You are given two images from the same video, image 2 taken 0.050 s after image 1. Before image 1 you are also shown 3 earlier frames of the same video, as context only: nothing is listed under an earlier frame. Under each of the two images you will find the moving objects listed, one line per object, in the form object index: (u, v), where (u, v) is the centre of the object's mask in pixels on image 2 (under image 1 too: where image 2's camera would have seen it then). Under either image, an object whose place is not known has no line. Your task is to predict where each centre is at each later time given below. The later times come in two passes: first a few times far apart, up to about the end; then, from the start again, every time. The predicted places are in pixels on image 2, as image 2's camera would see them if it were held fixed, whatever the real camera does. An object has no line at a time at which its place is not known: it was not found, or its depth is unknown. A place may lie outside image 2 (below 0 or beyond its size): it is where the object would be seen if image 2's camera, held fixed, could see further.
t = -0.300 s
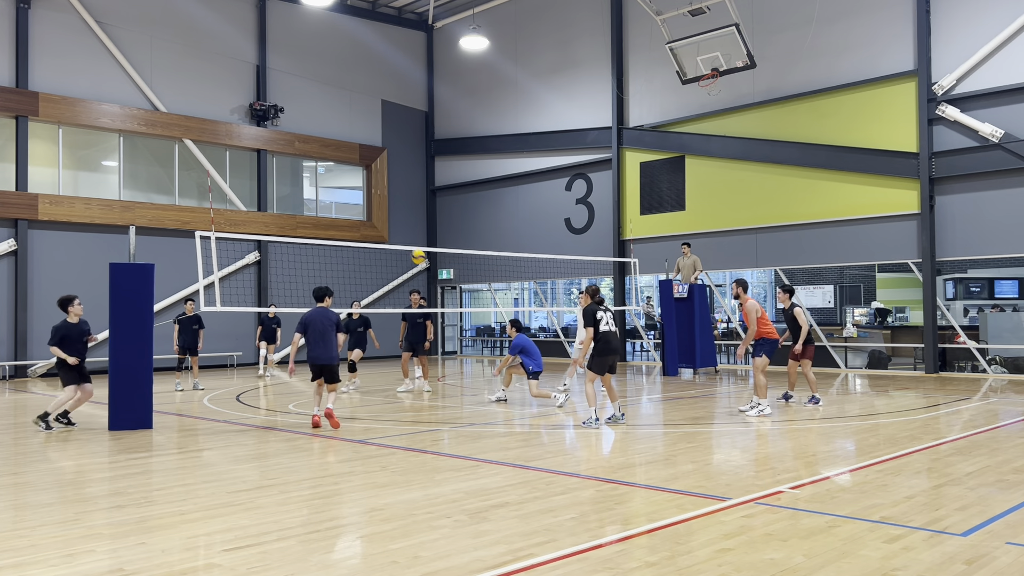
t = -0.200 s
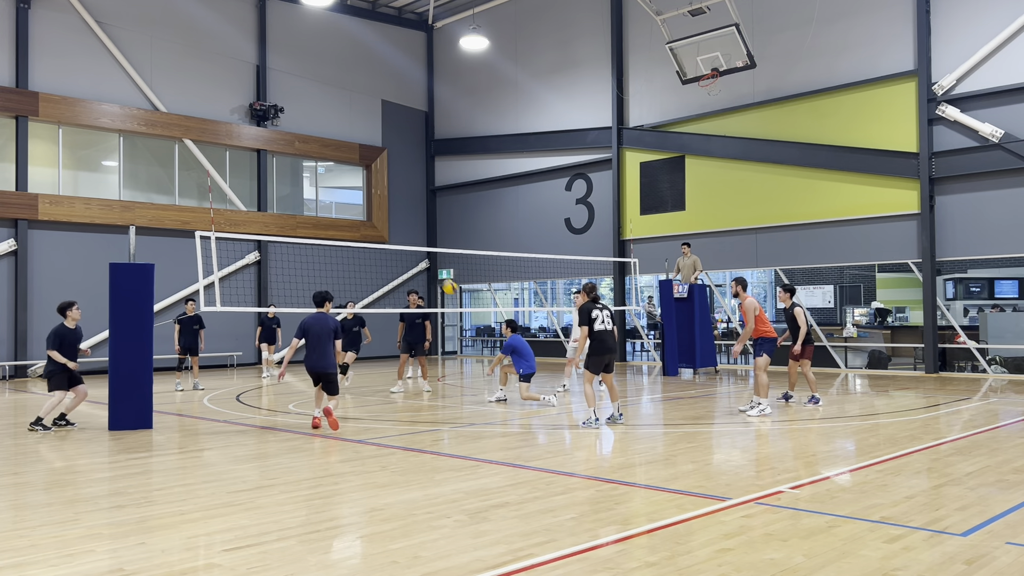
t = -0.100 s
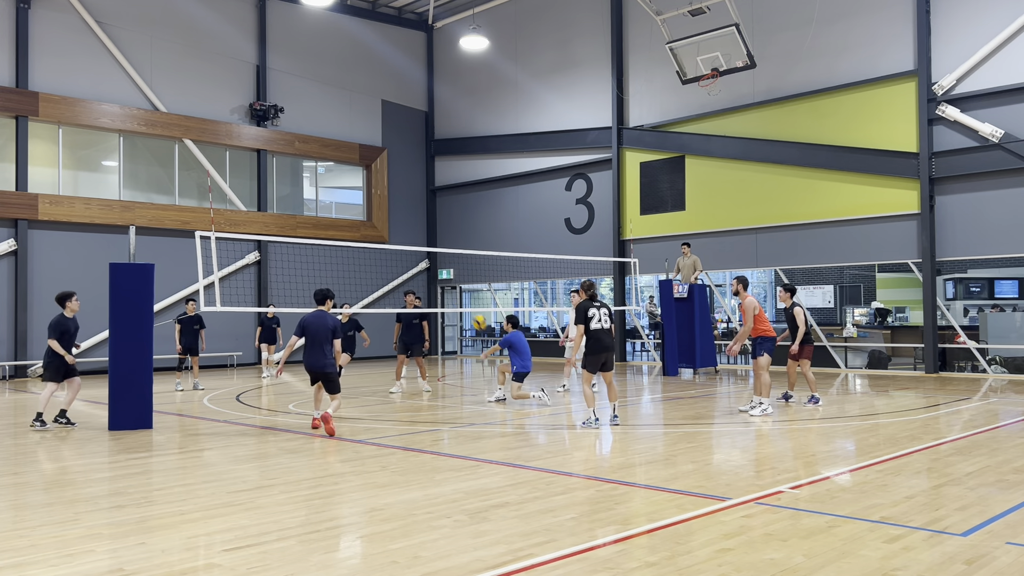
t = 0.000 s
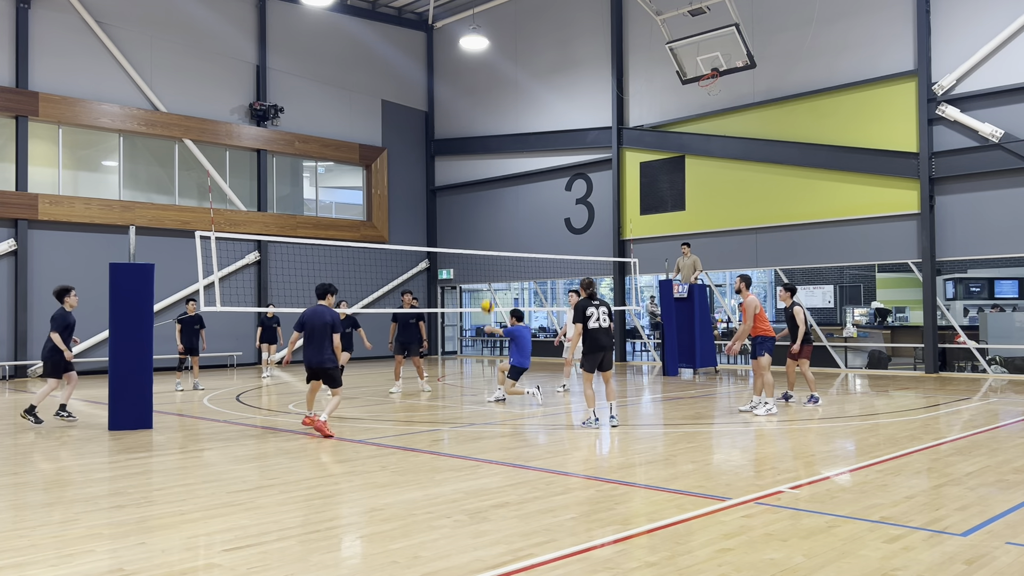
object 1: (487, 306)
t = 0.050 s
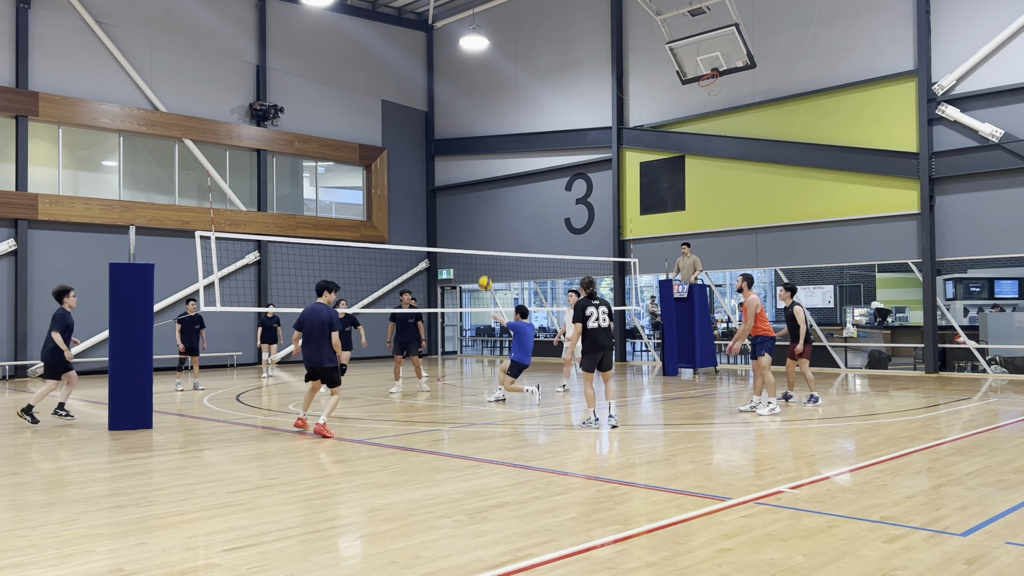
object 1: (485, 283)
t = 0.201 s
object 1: (478, 225)
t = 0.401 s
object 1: (467, 171)
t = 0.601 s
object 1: (456, 142)
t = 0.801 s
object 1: (445, 139)
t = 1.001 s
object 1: (435, 164)
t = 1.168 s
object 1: (427, 205)
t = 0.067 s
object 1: (484, 276)
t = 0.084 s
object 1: (483, 270)
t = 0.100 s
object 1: (483, 263)
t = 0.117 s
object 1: (482, 256)
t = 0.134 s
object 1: (481, 249)
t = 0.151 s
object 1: (480, 243)
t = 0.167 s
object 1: (479, 237)
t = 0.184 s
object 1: (479, 231)
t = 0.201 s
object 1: (478, 225)
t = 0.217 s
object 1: (477, 220)
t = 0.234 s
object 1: (476, 214)
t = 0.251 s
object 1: (475, 209)
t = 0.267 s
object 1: (474, 204)
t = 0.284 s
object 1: (473, 199)
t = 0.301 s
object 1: (472, 195)
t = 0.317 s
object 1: (471, 190)
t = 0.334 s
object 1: (470, 186)
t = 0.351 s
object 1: (470, 182)
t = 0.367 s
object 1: (469, 178)
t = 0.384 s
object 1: (468, 174)
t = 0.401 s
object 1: (467, 171)
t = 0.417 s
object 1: (466, 167)
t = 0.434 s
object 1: (465, 164)
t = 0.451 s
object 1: (464, 161)
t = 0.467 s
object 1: (463, 158)
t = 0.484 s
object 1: (462, 156)
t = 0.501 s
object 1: (461, 153)
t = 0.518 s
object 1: (460, 151)
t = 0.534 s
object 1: (459, 149)
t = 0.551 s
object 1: (459, 147)
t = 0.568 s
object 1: (458, 145)
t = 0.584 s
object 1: (457, 143)
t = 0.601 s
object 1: (456, 142)
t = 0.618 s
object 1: (455, 141)
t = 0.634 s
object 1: (454, 140)
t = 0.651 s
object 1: (453, 139)
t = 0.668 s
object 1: (452, 138)
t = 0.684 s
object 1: (451, 138)
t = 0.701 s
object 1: (451, 137)
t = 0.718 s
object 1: (450, 137)
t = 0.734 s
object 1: (449, 137)
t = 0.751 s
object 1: (448, 138)
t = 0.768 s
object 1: (447, 138)
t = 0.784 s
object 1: (446, 138)
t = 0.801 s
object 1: (445, 139)
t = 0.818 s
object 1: (444, 140)
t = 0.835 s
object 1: (444, 141)
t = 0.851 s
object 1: (443, 143)
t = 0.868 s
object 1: (442, 145)
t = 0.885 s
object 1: (441, 146)
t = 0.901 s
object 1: (440, 148)
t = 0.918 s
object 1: (439, 150)
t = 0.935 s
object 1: (439, 153)
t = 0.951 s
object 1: (438, 155)
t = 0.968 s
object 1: (437, 158)
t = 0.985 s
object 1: (436, 161)
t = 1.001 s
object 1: (435, 164)
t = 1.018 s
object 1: (434, 167)
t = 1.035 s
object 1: (434, 170)
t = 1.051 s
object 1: (433, 174)
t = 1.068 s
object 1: (432, 178)
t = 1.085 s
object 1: (431, 182)
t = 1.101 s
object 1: (430, 186)
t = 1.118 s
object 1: (429, 190)
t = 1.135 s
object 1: (429, 195)
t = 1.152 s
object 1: (428, 200)
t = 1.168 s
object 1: (427, 205)
